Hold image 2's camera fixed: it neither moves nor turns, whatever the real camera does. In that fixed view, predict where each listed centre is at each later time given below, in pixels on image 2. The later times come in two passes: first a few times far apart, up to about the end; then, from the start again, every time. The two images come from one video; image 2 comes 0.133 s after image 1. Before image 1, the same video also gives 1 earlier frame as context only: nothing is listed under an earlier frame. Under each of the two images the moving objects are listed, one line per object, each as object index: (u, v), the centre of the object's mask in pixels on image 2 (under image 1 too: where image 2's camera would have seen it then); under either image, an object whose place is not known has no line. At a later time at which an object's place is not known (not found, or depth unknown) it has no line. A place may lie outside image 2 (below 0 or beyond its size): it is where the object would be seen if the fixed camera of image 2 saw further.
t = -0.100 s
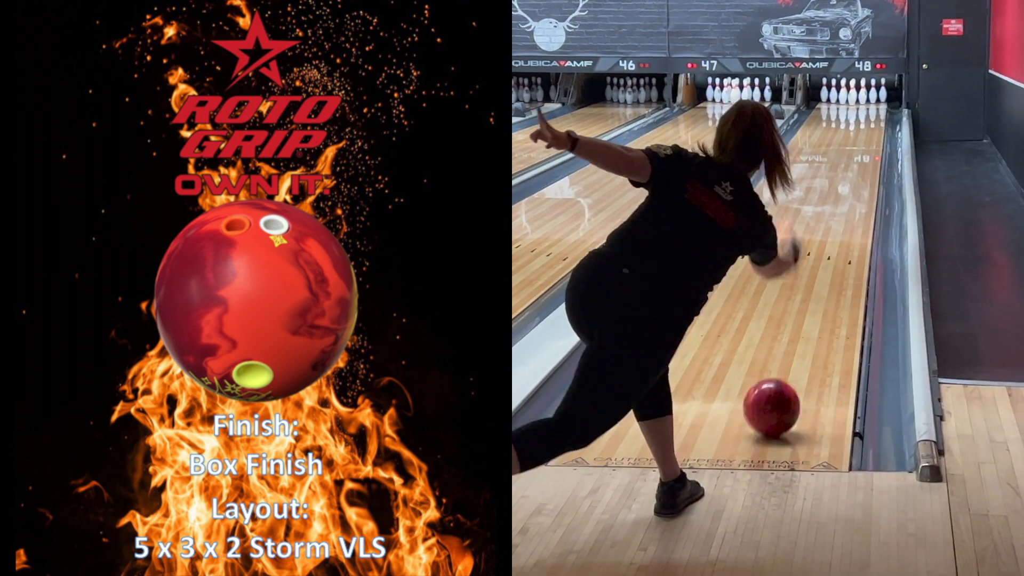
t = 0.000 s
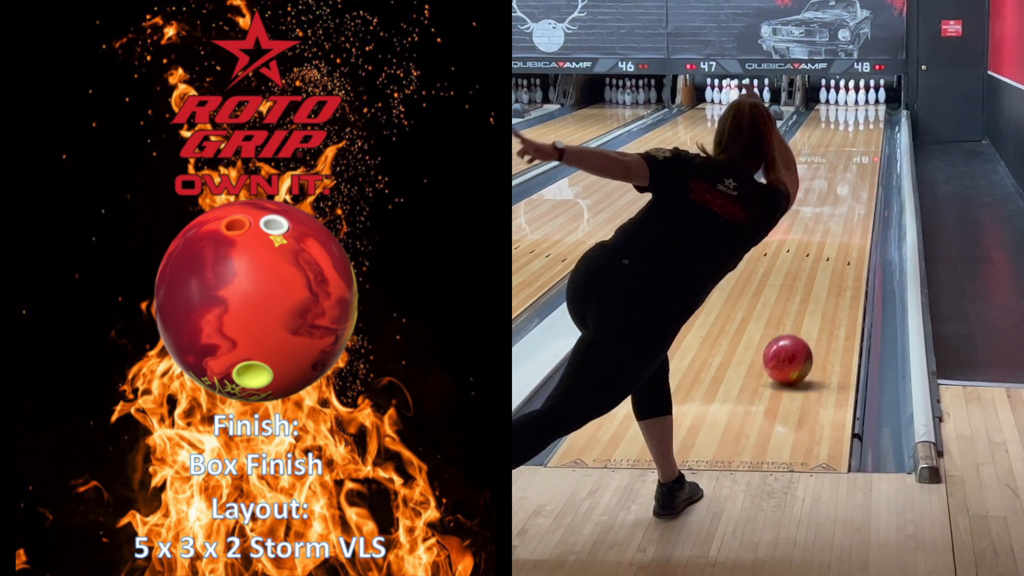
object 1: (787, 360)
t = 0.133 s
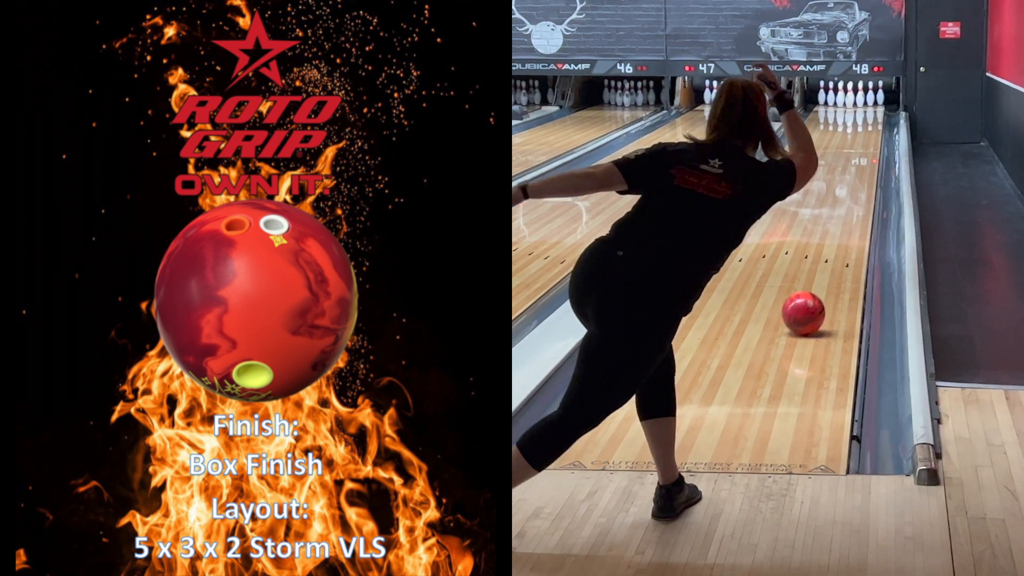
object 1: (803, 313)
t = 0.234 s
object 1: (813, 285)
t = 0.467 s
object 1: (830, 236)
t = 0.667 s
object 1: (840, 207)
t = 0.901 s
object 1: (849, 181)
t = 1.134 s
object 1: (855, 161)
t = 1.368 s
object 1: (860, 145)
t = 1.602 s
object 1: (862, 133)
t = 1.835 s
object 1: (862, 123)
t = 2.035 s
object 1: (860, 117)
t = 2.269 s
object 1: (856, 110)
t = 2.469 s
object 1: (857, 106)
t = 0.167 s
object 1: (807, 303)
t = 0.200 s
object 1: (810, 294)
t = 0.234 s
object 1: (813, 285)
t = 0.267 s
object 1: (816, 277)
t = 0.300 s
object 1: (819, 269)
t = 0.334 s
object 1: (821, 262)
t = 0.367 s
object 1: (823, 255)
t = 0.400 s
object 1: (826, 248)
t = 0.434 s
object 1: (828, 242)
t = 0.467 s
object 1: (830, 236)
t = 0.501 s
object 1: (832, 231)
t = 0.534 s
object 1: (834, 225)
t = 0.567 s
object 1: (836, 220)
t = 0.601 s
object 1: (837, 216)
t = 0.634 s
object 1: (839, 211)
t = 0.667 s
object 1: (840, 207)
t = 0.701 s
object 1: (842, 203)
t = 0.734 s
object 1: (843, 199)
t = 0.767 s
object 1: (844, 195)
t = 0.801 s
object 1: (846, 191)
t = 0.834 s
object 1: (847, 188)
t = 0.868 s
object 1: (848, 184)
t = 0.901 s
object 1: (849, 181)
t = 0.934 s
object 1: (850, 178)
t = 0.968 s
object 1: (851, 175)
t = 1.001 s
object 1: (852, 172)
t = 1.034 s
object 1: (853, 169)
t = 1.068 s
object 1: (854, 166)
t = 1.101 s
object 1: (855, 163)
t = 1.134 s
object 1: (855, 161)
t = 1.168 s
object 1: (856, 158)
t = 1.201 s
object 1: (857, 156)
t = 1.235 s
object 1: (857, 153)
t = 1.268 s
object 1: (858, 151)
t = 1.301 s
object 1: (859, 150)
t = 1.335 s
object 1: (859, 147)
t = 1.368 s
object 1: (860, 145)
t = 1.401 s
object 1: (860, 144)
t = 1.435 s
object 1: (860, 142)
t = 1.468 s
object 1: (861, 140)
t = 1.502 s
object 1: (861, 138)
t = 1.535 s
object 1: (862, 137)
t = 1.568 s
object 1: (862, 135)
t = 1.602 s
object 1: (862, 133)
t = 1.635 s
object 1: (862, 132)
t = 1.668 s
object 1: (862, 130)
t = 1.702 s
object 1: (862, 129)
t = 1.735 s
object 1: (862, 127)
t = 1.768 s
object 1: (862, 126)
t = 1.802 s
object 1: (863, 124)
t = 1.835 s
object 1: (862, 123)
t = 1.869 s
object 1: (862, 122)
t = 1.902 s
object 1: (861, 121)
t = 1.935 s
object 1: (861, 120)
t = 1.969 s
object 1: (861, 119)
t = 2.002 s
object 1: (861, 117)
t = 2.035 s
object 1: (860, 117)
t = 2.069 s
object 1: (860, 116)
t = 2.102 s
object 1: (859, 114)
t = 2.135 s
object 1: (859, 114)
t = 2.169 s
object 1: (858, 112)
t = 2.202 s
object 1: (857, 112)
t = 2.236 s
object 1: (857, 111)
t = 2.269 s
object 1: (856, 110)
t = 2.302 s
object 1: (856, 109)
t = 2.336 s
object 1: (855, 108)
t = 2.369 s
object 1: (855, 107)
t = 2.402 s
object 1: (857, 107)
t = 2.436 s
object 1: (857, 106)
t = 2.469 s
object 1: (857, 106)
